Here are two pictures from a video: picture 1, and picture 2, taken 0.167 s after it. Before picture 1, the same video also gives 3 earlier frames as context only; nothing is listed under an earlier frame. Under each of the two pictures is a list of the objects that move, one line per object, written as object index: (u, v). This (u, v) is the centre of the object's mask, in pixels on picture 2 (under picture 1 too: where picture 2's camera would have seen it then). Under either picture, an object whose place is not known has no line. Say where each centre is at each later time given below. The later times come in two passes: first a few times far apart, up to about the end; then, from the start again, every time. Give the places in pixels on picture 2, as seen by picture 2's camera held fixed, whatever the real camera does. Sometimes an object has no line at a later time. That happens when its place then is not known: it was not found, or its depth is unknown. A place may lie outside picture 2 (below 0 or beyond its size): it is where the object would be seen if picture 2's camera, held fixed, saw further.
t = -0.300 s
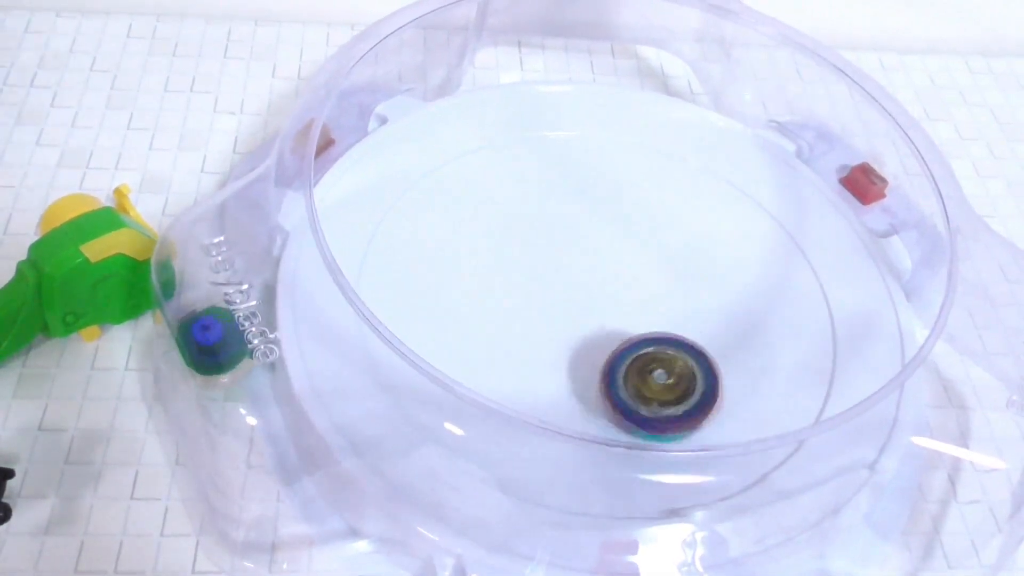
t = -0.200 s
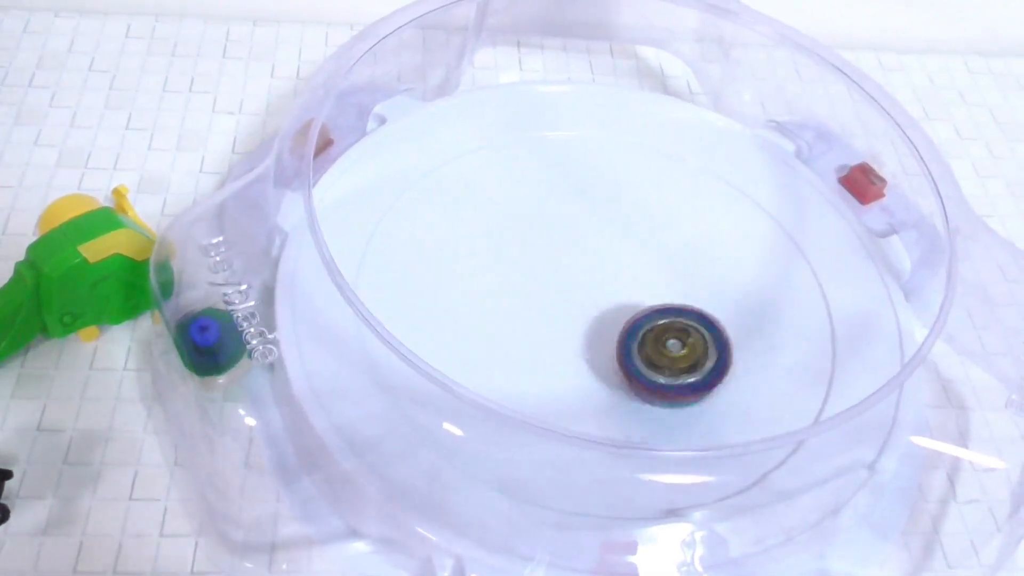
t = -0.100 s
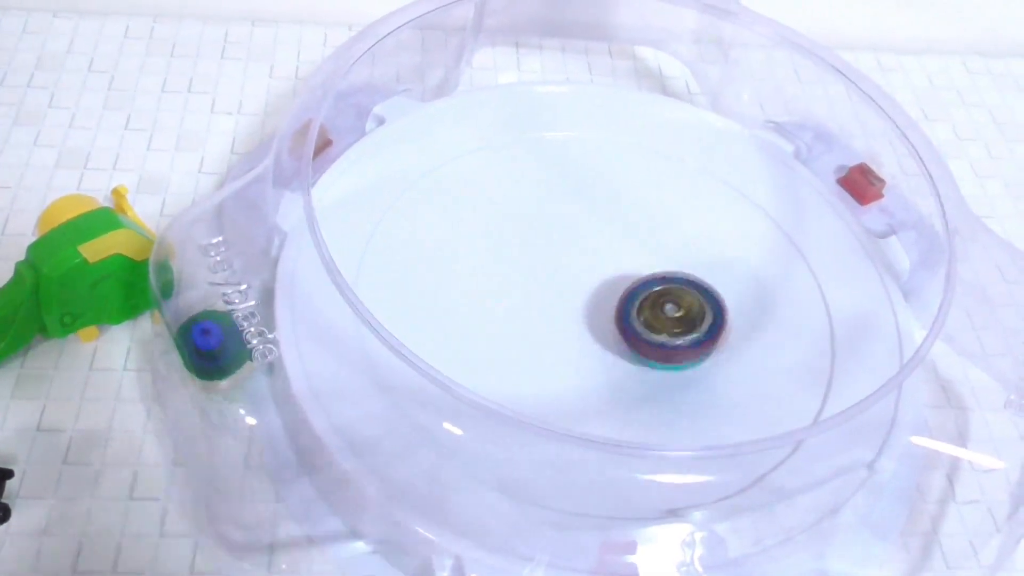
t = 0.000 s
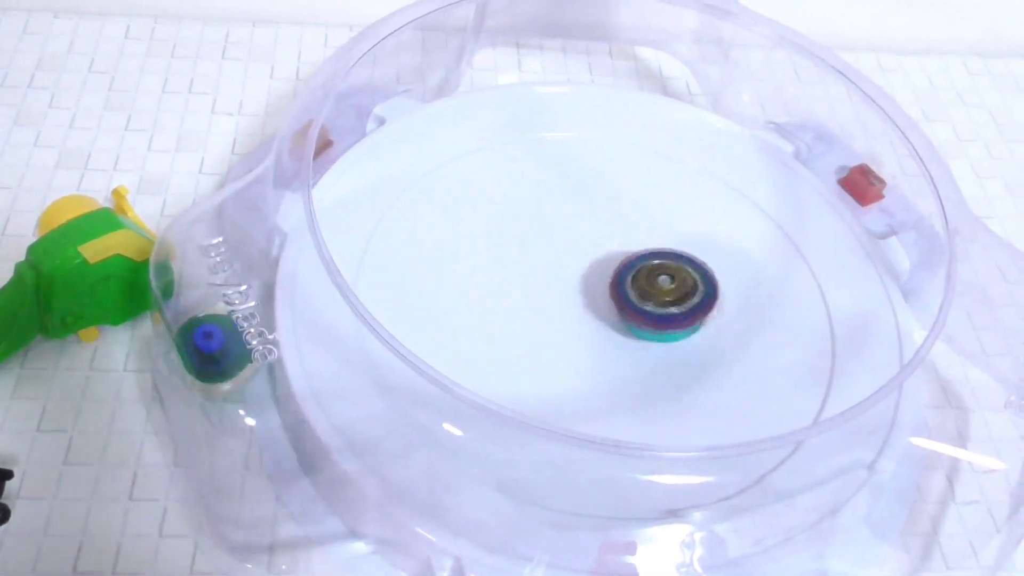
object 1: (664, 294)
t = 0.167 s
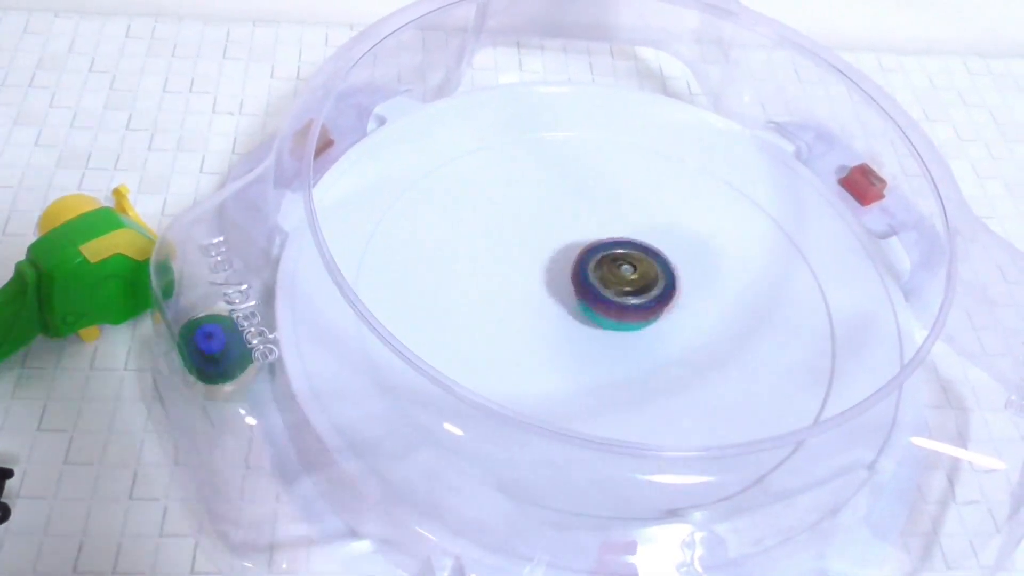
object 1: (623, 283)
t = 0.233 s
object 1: (602, 289)
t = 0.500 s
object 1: (563, 321)
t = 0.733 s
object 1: (600, 320)
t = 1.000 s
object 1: (609, 320)
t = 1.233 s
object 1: (566, 312)
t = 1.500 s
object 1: (551, 266)
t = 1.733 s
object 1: (604, 290)
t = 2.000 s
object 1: (623, 300)
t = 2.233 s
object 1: (615, 295)
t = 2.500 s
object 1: (616, 291)
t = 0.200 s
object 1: (612, 286)
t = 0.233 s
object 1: (602, 289)
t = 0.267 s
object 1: (593, 293)
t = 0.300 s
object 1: (582, 296)
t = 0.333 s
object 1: (573, 300)
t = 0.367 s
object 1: (564, 304)
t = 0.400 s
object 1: (559, 309)
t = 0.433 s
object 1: (557, 313)
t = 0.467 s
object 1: (558, 318)
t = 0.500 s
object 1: (563, 321)
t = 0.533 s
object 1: (566, 322)
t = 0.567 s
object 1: (572, 323)
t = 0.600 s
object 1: (577, 323)
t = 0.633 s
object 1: (582, 323)
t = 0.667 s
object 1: (590, 322)
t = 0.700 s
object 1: (594, 321)
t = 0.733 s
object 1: (600, 320)
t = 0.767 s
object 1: (604, 319)
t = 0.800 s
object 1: (607, 318)
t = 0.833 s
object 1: (611, 318)
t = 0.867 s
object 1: (612, 317)
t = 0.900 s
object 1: (613, 317)
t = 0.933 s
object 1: (613, 318)
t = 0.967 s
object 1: (611, 318)
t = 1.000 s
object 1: (609, 320)
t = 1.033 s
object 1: (603, 320)
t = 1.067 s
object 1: (599, 320)
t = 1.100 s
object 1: (596, 320)
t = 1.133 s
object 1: (588, 319)
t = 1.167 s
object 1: (582, 317)
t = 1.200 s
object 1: (575, 316)
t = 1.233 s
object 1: (566, 312)
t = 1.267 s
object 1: (560, 307)
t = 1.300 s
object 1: (552, 303)
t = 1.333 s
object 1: (546, 296)
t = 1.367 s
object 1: (543, 288)
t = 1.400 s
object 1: (539, 281)
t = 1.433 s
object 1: (542, 274)
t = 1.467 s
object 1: (547, 268)
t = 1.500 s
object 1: (551, 266)
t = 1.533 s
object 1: (558, 265)
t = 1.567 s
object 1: (566, 267)
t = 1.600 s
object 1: (574, 271)
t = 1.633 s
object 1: (582, 277)
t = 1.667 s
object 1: (591, 282)
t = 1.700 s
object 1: (598, 286)
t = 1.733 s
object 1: (604, 290)
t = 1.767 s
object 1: (610, 293)
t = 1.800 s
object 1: (614, 295)
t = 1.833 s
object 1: (618, 297)
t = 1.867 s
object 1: (621, 299)
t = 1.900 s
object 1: (622, 299)
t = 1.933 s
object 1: (623, 300)
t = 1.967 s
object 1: (624, 301)
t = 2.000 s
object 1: (623, 300)
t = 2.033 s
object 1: (622, 300)
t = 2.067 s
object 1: (622, 299)
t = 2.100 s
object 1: (619, 298)
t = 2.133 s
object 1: (618, 298)
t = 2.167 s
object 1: (618, 296)
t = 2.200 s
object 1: (616, 295)
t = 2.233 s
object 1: (615, 295)
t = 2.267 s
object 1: (615, 293)
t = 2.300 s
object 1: (614, 293)
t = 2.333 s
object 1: (613, 291)
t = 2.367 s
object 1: (614, 291)
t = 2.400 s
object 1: (614, 291)
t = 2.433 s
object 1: (613, 290)
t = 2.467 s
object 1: (615, 290)
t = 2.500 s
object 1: (616, 291)
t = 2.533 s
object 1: (615, 291)
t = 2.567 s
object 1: (616, 292)
